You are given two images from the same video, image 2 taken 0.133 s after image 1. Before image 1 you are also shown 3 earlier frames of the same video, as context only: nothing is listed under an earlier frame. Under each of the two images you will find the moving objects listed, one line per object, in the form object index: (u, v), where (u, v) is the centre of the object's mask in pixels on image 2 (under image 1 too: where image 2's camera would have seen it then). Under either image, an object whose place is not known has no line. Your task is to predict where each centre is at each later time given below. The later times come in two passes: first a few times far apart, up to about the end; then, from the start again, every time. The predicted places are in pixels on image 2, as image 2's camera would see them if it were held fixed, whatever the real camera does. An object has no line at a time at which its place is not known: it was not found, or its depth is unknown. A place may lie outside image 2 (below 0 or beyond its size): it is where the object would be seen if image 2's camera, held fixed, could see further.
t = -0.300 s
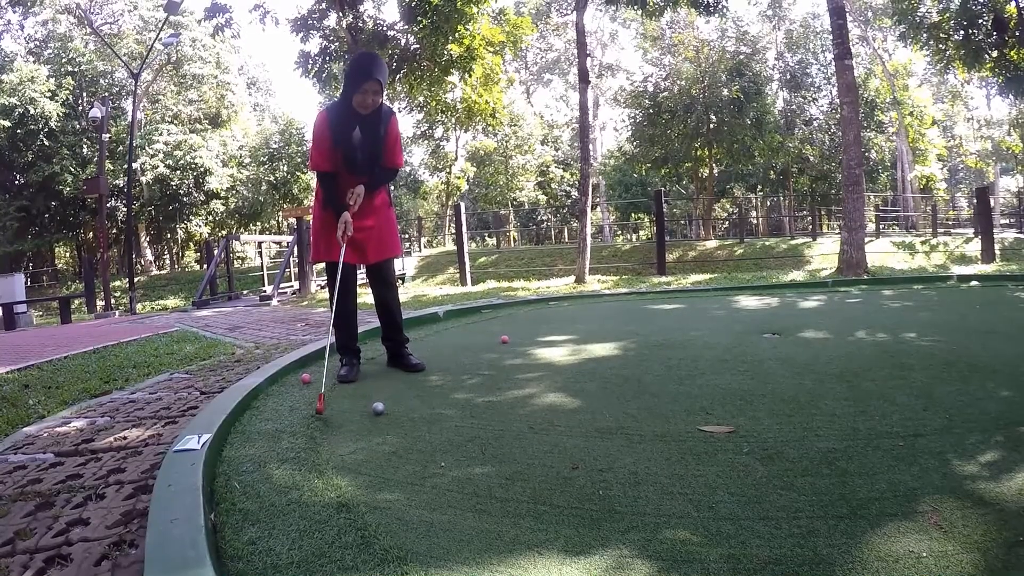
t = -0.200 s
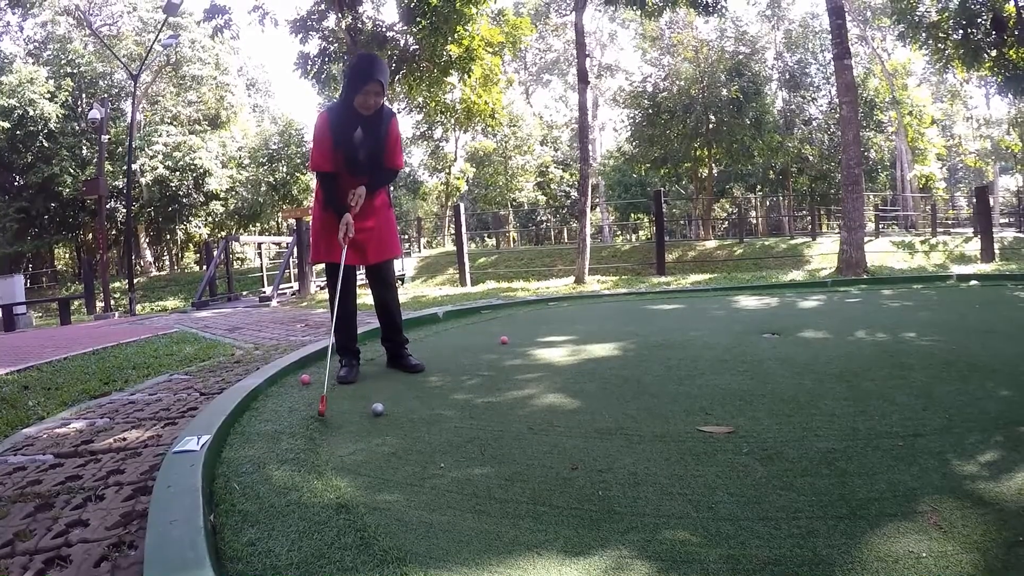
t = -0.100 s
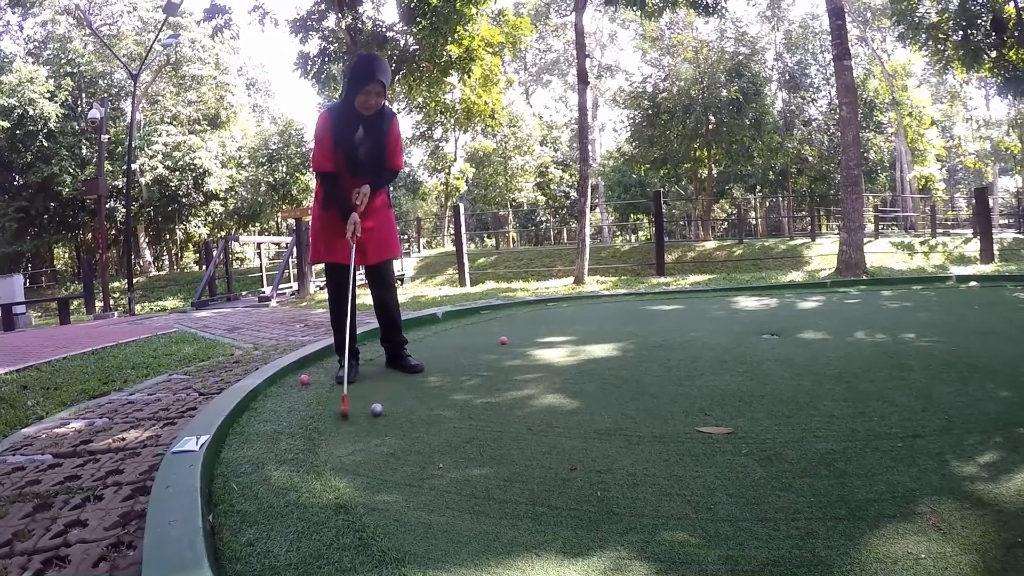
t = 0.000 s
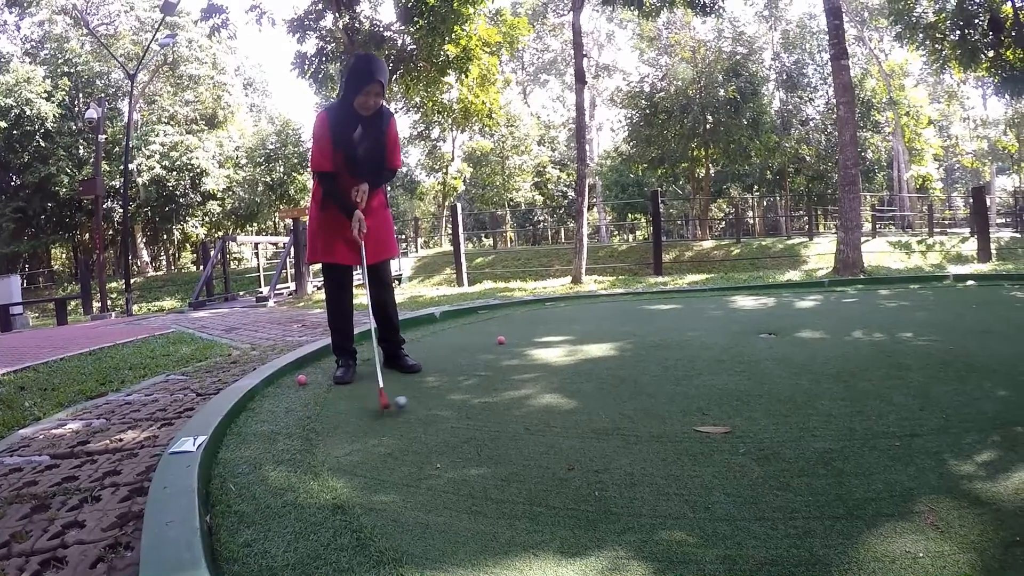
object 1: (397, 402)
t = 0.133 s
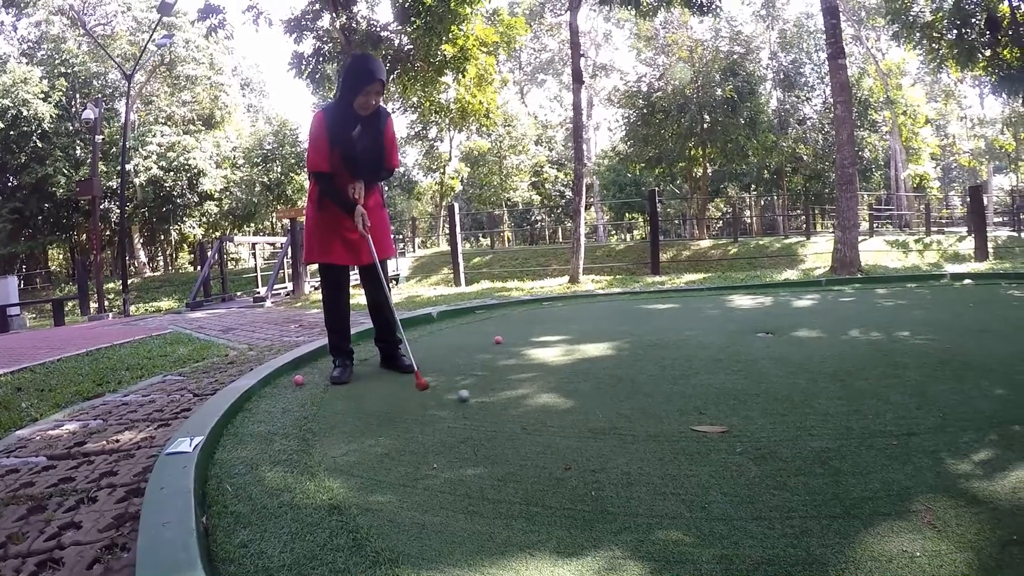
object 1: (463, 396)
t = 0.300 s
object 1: (525, 385)
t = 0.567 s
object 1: (606, 372)
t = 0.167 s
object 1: (476, 393)
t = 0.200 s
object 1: (490, 392)
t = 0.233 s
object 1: (502, 389)
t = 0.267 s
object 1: (514, 387)
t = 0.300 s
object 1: (525, 385)
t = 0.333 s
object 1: (536, 383)
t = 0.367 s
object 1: (548, 382)
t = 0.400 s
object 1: (558, 380)
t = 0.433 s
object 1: (568, 378)
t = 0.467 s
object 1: (578, 376)
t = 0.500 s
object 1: (588, 375)
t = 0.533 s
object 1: (597, 374)
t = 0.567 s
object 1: (606, 372)
